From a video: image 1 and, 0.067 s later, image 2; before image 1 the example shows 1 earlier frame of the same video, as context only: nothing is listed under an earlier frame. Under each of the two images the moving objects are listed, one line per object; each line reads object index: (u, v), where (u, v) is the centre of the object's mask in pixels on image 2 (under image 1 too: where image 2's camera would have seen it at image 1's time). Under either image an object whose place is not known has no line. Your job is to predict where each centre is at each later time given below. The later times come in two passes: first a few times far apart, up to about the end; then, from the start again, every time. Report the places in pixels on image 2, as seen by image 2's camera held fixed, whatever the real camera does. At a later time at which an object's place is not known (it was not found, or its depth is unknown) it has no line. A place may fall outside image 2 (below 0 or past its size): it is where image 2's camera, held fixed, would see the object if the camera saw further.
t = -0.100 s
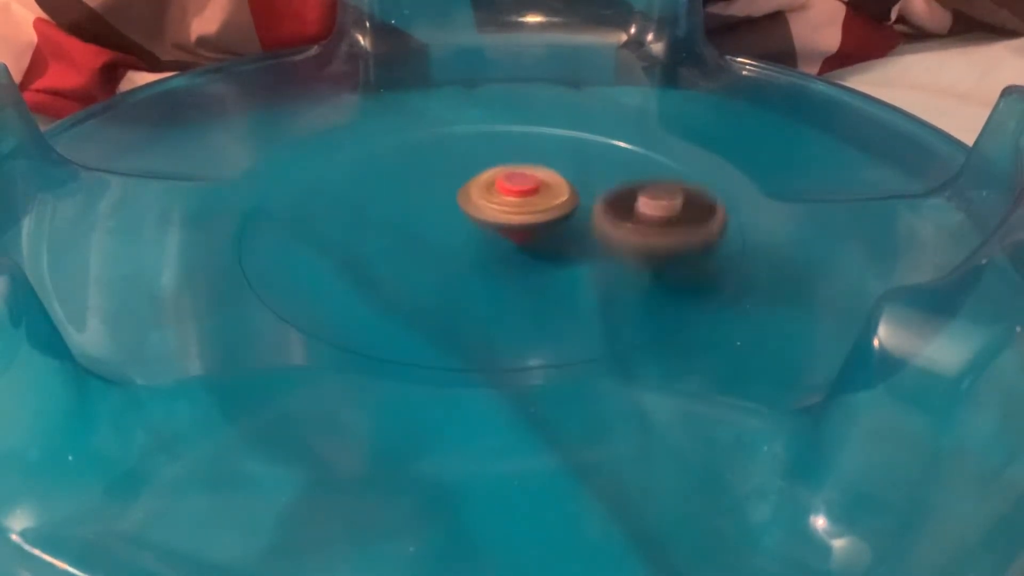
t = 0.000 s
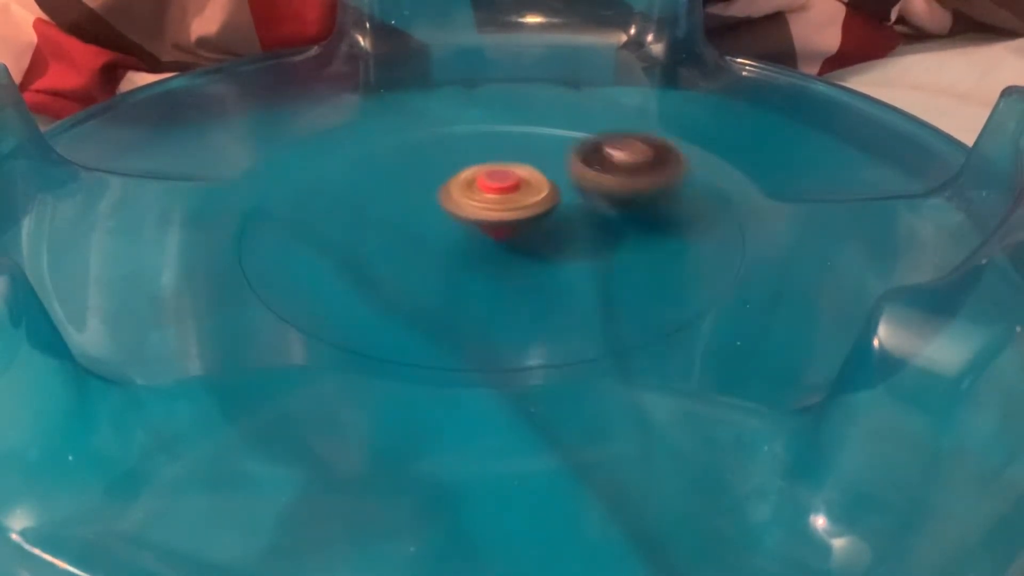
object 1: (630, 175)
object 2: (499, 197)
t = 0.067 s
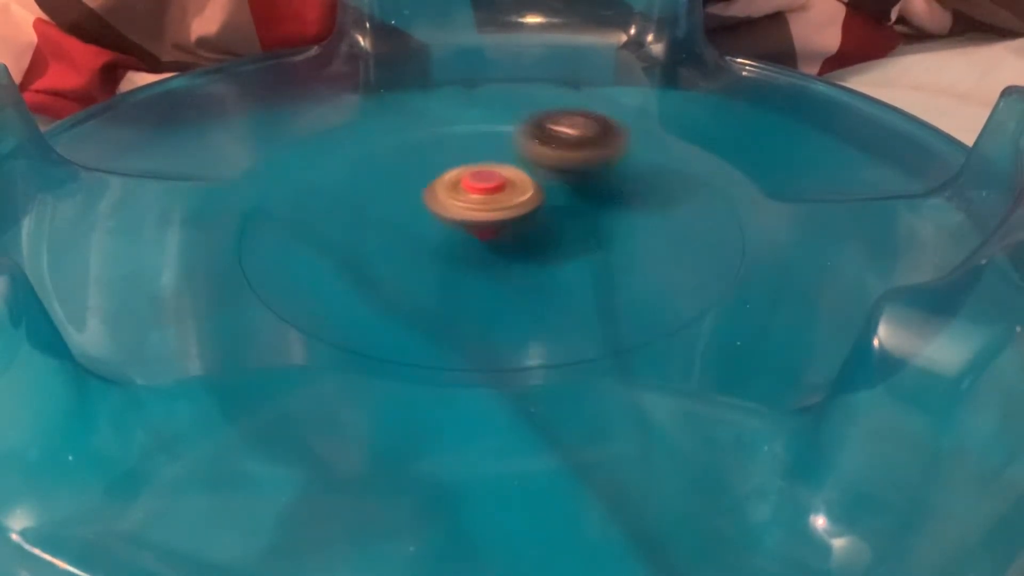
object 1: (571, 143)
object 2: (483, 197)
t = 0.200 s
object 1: (430, 123)
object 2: (456, 204)
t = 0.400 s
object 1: (249, 179)
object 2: (430, 221)
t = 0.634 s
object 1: (455, 303)
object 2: (442, 235)
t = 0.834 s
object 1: (668, 225)
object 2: (479, 248)
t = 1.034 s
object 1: (562, 125)
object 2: (506, 237)
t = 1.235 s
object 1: (355, 125)
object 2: (506, 217)
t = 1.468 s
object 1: (275, 243)
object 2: (467, 199)
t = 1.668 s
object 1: (533, 302)
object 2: (428, 198)
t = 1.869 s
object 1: (700, 212)
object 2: (407, 210)
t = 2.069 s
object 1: (565, 124)
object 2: (426, 227)
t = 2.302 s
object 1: (317, 149)
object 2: (482, 233)
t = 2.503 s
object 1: (278, 257)
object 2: (521, 221)
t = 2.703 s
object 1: (578, 293)
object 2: (522, 204)
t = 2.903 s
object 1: (669, 195)
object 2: (491, 195)
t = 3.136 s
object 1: (473, 127)
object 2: (450, 205)
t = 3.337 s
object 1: (283, 161)
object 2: (435, 224)
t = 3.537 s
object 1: (307, 273)
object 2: (451, 242)
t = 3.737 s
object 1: (576, 284)
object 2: (477, 244)
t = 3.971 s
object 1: (635, 173)
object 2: (509, 235)
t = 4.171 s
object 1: (464, 119)
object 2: (506, 217)
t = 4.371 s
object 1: (292, 159)
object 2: (479, 203)
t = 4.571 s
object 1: (304, 260)
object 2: (442, 199)
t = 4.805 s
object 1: (599, 278)
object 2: (411, 208)
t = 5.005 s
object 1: (670, 186)
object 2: (422, 224)
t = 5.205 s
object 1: (512, 124)
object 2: (462, 233)
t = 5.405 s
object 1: (323, 155)
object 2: (503, 226)
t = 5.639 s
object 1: (305, 268)
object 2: (519, 211)
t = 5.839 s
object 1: (538, 298)
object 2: (504, 200)
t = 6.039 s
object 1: (674, 222)
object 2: (474, 201)
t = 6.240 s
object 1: (552, 139)
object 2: (447, 213)
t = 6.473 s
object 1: (330, 147)
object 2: (440, 231)
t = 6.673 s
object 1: (258, 228)
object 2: (461, 242)
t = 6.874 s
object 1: (439, 297)
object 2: (496, 234)
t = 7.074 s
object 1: (641, 243)
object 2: (502, 228)
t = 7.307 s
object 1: (572, 142)
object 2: (487, 210)
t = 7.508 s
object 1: (401, 128)
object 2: (458, 201)
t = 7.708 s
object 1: (281, 190)
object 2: (433, 202)
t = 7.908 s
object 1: (375, 279)
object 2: (424, 208)
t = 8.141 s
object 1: (626, 258)
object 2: (443, 226)
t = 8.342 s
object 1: (640, 178)
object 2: (479, 231)
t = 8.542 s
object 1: (491, 136)
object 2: (511, 224)
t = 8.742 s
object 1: (330, 167)
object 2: (517, 212)
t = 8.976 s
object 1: (329, 264)
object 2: (494, 205)
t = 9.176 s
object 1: (524, 287)
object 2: (461, 209)
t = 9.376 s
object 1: (639, 224)
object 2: (443, 221)
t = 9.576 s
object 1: (543, 154)
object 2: (444, 231)
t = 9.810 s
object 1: (358, 155)
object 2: (459, 236)
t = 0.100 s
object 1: (539, 134)
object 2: (476, 198)
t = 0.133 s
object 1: (502, 128)
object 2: (469, 200)
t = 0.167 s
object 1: (467, 125)
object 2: (462, 201)
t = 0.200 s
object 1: (430, 123)
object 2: (456, 204)
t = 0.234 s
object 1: (391, 125)
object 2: (449, 206)
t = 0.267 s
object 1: (354, 129)
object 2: (444, 209)
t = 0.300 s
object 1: (322, 138)
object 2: (440, 212)
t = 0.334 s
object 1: (292, 148)
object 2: (435, 215)
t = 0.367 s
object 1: (267, 162)
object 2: (432, 218)
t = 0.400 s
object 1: (249, 179)
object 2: (430, 221)
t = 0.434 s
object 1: (244, 201)
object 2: (429, 225)
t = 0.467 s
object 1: (253, 225)
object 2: (429, 229)
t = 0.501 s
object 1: (273, 248)
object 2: (430, 233)
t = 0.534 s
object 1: (307, 271)
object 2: (434, 236)
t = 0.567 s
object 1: (354, 288)
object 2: (441, 234)
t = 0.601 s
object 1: (404, 295)
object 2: (445, 232)
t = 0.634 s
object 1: (455, 303)
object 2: (442, 235)
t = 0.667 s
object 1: (507, 303)
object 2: (442, 239)
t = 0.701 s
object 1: (554, 289)
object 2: (450, 245)
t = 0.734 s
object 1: (594, 275)
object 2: (460, 248)
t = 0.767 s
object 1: (629, 258)
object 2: (466, 249)
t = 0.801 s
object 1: (654, 239)
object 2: (472, 249)
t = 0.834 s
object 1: (668, 225)
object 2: (479, 248)
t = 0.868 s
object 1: (671, 206)
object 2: (484, 247)
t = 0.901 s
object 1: (663, 187)
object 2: (490, 246)
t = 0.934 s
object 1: (646, 169)
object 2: (495, 244)
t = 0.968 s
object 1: (621, 148)
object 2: (500, 242)
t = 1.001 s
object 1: (594, 135)
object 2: (503, 240)
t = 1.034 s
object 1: (562, 125)
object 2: (506, 237)
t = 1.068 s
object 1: (528, 118)
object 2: (508, 234)
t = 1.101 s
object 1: (493, 114)
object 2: (510, 231)
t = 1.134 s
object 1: (456, 113)
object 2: (510, 228)
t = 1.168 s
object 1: (420, 115)
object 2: (511, 224)
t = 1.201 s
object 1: (388, 119)
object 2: (509, 221)
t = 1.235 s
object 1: (355, 125)
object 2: (506, 217)
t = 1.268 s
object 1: (325, 135)
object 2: (503, 214)
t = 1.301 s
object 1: (298, 151)
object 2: (499, 211)
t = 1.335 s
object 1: (276, 166)
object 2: (494, 207)
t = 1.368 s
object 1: (264, 185)
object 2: (487, 205)
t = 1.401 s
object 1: (257, 201)
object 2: (480, 203)
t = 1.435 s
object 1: (261, 221)
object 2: (474, 201)
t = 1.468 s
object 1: (275, 243)
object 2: (467, 199)
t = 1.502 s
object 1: (300, 262)
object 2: (460, 198)
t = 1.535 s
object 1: (333, 278)
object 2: (454, 197)
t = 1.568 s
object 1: (379, 292)
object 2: (447, 197)
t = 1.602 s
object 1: (426, 298)
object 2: (442, 196)
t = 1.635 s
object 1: (479, 302)
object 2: (434, 196)
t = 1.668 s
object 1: (533, 302)
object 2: (428, 198)
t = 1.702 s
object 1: (582, 290)
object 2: (422, 199)
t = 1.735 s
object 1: (628, 276)
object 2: (417, 201)
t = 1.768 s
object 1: (659, 261)
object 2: (414, 202)
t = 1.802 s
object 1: (682, 243)
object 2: (411, 205)
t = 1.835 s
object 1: (696, 225)
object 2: (409, 207)
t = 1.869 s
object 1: (700, 212)
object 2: (407, 210)
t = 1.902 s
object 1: (695, 196)
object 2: (407, 213)
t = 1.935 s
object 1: (681, 177)
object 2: (409, 216)
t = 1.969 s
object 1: (656, 155)
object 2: (411, 219)
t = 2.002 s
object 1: (630, 142)
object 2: (415, 222)
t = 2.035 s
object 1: (599, 131)
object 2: (420, 225)
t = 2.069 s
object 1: (565, 124)
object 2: (426, 227)
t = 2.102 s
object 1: (529, 121)
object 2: (433, 230)
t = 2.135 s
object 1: (492, 118)
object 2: (440, 230)
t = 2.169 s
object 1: (455, 119)
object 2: (448, 232)
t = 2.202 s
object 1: (418, 123)
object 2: (456, 232)
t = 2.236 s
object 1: (381, 130)
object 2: (465, 234)
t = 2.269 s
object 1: (347, 137)
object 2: (474, 234)
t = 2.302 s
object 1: (317, 149)
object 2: (482, 233)
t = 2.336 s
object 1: (291, 162)
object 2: (490, 231)
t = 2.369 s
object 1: (270, 178)
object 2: (497, 230)
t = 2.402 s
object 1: (256, 198)
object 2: (504, 228)
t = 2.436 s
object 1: (252, 215)
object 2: (511, 226)
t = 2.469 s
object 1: (256, 234)
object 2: (517, 224)
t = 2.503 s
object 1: (278, 257)
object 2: (521, 221)
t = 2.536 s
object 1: (317, 277)
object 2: (523, 217)
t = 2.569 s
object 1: (367, 294)
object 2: (525, 214)
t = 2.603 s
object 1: (424, 302)
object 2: (526, 211)
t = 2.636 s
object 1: (484, 308)
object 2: (525, 208)
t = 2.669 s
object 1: (536, 304)
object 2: (523, 205)
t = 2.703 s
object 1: (578, 293)
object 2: (522, 204)
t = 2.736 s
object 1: (613, 279)
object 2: (518, 200)
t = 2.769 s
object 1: (645, 266)
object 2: (513, 199)
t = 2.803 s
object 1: (663, 249)
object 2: (508, 197)
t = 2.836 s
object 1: (676, 236)
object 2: (503, 196)
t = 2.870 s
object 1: (678, 218)
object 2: (497, 195)
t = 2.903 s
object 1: (669, 195)
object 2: (491, 195)
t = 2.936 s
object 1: (655, 184)
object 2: (484, 196)
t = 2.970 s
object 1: (635, 171)
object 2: (478, 196)
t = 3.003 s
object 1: (605, 152)
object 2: (472, 197)
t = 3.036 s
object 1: (574, 142)
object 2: (466, 199)
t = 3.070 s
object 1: (542, 133)
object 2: (460, 201)
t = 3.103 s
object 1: (509, 129)
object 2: (455, 203)
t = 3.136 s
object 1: (473, 127)
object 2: (450, 205)
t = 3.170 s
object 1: (438, 127)
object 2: (446, 208)
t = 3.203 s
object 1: (403, 129)
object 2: (442, 211)
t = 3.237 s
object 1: (368, 133)
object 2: (439, 214)
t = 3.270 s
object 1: (335, 139)
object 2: (436, 217)
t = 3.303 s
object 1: (308, 149)
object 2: (435, 220)
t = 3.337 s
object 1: (283, 161)
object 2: (435, 224)
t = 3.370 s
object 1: (263, 176)
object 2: (435, 227)
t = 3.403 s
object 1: (250, 191)
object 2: (437, 230)
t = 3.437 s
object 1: (245, 207)
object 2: (439, 233)
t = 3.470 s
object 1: (254, 228)
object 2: (442, 236)
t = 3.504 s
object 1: (276, 252)
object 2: (446, 239)
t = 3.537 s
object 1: (307, 273)
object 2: (451, 242)
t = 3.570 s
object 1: (354, 289)
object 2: (459, 242)
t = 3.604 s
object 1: (402, 298)
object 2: (469, 237)
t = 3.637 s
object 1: (449, 302)
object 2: (472, 236)
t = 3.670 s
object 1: (493, 300)
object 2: (470, 235)
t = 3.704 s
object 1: (537, 294)
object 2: (470, 239)
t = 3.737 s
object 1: (576, 284)
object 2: (477, 244)
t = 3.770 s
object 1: (609, 270)
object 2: (487, 244)
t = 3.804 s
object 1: (636, 255)
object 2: (495, 244)
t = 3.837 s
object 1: (653, 235)
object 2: (499, 242)
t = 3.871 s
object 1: (661, 223)
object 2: (503, 241)
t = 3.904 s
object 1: (660, 205)
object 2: (505, 239)
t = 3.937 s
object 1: (651, 187)
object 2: (508, 237)
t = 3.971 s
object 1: (635, 173)
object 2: (509, 235)
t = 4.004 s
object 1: (611, 155)
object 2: (511, 233)
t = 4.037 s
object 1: (587, 141)
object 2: (511, 230)
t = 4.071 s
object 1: (558, 132)
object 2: (511, 227)
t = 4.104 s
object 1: (528, 125)
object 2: (510, 224)
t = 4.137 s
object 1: (497, 120)
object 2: (510, 221)
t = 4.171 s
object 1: (464, 119)
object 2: (506, 217)
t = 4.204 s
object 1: (430, 120)
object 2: (503, 215)
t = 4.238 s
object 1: (398, 123)
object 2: (498, 212)
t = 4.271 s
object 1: (367, 129)
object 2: (494, 209)
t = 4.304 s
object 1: (339, 136)
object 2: (490, 207)
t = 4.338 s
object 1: (314, 146)
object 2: (485, 205)
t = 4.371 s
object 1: (292, 159)
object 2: (479, 203)
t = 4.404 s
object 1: (276, 174)
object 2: (472, 202)
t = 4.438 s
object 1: (266, 190)
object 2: (466, 201)
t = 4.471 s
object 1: (264, 206)
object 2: (459, 200)
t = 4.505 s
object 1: (269, 225)
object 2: (453, 199)
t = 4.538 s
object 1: (282, 242)
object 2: (447, 199)
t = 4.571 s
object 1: (304, 260)
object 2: (442, 199)
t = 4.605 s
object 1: (334, 274)
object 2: (436, 199)
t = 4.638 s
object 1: (377, 286)
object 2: (430, 199)
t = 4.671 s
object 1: (422, 293)
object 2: (424, 200)
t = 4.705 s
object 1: (467, 297)
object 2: (420, 201)
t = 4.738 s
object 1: (514, 295)
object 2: (415, 204)
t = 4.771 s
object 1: (559, 288)
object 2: (413, 206)
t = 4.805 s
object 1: (599, 278)
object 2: (411, 208)
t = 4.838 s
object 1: (632, 267)
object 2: (410, 211)
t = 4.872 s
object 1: (656, 249)
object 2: (410, 213)
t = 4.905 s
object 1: (673, 233)
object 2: (411, 216)
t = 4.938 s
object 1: (681, 220)
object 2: (414, 219)
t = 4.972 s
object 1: (679, 202)
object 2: (418, 221)
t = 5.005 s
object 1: (670, 186)
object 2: (422, 224)
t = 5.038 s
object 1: (652, 166)
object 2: (428, 226)
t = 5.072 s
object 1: (629, 152)
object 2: (434, 228)
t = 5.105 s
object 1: (604, 141)
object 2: (440, 230)
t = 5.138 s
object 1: (574, 134)
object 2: (447, 231)
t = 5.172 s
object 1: (544, 128)
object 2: (454, 231)
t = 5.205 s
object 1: (512, 124)
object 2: (462, 233)
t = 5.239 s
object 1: (479, 124)
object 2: (469, 232)
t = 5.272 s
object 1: (445, 124)
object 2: (476, 231)
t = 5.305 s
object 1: (412, 129)
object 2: (483, 231)
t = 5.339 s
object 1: (379, 135)
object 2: (490, 230)
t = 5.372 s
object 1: (350, 143)
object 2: (496, 228)
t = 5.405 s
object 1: (323, 155)
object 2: (503, 226)
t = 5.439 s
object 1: (300, 169)
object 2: (508, 225)
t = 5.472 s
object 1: (283, 182)
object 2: (513, 222)
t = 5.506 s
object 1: (273, 199)
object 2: (517, 220)
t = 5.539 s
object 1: (269, 217)
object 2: (519, 218)
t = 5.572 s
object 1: (273, 233)
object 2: (520, 215)
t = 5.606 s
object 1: (284, 250)
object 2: (519, 213)
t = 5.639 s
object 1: (305, 268)
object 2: (519, 211)
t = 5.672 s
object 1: (333, 282)
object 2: (518, 209)
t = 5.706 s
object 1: (367, 293)
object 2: (516, 207)
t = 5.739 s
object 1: (410, 300)
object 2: (515, 205)
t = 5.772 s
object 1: (455, 304)
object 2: (512, 204)
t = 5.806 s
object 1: (498, 306)
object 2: (508, 202)
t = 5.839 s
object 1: (538, 298)
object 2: (504, 200)
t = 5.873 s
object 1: (577, 290)
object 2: (499, 200)
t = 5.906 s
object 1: (613, 279)
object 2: (494, 199)
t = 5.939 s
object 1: (640, 264)
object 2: (490, 199)
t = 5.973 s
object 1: (658, 250)
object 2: (485, 200)
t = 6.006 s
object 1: (669, 234)
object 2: (479, 200)
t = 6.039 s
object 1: (674, 222)
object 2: (474, 201)
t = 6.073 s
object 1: (665, 200)
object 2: (468, 202)
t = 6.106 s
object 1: (653, 189)
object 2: (463, 204)
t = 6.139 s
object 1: (635, 176)
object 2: (458, 206)
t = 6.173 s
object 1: (609, 159)
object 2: (454, 208)
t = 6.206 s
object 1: (581, 147)
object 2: (450, 210)
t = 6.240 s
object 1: (552, 139)
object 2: (447, 213)
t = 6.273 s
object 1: (521, 133)
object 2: (444, 215)
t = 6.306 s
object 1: (488, 132)
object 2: (441, 218)
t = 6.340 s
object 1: (455, 130)
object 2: (439, 220)
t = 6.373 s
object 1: (422, 131)
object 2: (439, 223)
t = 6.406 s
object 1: (390, 134)
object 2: (438, 225)
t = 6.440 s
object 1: (358, 139)
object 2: (439, 228)
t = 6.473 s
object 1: (330, 147)
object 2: (440, 231)
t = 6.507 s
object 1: (305, 156)
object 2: (442, 233)
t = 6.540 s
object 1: (284, 169)
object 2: (445, 235)
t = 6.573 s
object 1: (268, 182)
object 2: (448, 238)
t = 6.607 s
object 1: (258, 196)
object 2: (453, 240)
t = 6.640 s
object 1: (254, 212)
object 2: (457, 241)
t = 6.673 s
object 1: (258, 228)
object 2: (461, 242)
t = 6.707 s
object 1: (270, 246)
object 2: (467, 243)
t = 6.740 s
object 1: (292, 261)
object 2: (472, 244)
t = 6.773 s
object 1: (318, 276)
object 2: (478, 243)
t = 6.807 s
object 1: (355, 288)
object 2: (483, 243)
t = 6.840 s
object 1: (396, 294)
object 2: (490, 240)
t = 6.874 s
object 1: (439, 297)
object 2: (496, 234)
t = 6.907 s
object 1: (484, 297)
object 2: (495, 230)
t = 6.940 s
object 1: (525, 291)
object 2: (492, 229)
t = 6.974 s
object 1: (563, 285)
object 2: (491, 228)
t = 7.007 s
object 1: (594, 271)
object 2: (495, 231)
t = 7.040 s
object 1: (622, 258)
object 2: (499, 230)
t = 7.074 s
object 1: (641, 243)
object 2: (502, 228)
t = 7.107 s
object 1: (652, 230)
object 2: (503, 225)
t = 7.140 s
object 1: (654, 214)
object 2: (502, 222)
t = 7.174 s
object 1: (649, 199)
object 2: (501, 220)
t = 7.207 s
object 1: (638, 184)
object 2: (498, 217)
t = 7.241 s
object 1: (618, 166)
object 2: (495, 215)
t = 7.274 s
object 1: (597, 152)
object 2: (491, 212)
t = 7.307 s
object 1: (572, 142)
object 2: (487, 210)
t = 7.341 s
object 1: (546, 134)
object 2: (483, 208)
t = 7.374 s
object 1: (519, 129)
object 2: (479, 206)
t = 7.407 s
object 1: (489, 127)
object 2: (474, 203)
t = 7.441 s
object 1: (460, 124)
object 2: (469, 202)
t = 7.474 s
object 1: (430, 125)
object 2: (463, 202)
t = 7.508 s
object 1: (401, 128)
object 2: (458, 201)
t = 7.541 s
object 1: (371, 133)
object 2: (453, 201)
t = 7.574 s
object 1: (346, 140)
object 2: (448, 201)
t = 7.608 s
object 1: (323, 151)
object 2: (444, 201)
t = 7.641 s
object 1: (305, 161)
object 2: (439, 201)
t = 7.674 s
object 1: (290, 176)
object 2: (436, 202)
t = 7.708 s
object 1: (281, 190)
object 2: (433, 202)
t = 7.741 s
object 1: (278, 206)
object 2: (429, 203)
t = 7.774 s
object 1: (282, 222)
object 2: (426, 205)
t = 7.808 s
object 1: (293, 238)
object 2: (424, 207)
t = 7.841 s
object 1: (313, 256)
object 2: (424, 208)
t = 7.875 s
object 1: (343, 267)
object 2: (424, 208)
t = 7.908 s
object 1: (375, 279)
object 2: (424, 208)
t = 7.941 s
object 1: (413, 287)
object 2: (423, 210)
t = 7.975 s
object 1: (450, 291)
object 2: (424, 213)
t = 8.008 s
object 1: (488, 292)
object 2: (426, 216)
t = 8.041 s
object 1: (527, 287)
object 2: (429, 220)
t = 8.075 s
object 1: (564, 280)
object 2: (433, 222)
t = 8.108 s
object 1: (599, 271)
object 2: (438, 225)
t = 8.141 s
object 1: (626, 258)
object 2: (443, 226)
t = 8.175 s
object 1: (646, 244)
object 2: (448, 228)
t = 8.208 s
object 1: (658, 230)
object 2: (454, 228)
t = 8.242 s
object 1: (663, 218)
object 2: (461, 230)
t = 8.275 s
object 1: (661, 204)
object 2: (467, 230)
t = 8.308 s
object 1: (652, 191)
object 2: (473, 231)
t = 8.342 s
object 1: (640, 178)
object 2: (479, 231)
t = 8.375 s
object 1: (619, 164)
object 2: (485, 230)
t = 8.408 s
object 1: (597, 154)
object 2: (491, 229)
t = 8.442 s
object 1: (572, 146)
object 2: (496, 229)
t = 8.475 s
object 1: (547, 141)
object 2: (502, 227)
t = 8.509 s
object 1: (520, 137)
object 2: (507, 226)
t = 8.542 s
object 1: (491, 136)
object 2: (511, 224)
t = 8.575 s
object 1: (461, 135)
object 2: (515, 223)
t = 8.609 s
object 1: (432, 139)
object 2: (517, 220)
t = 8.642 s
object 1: (403, 143)
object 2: (519, 219)
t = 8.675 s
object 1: (377, 150)
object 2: (520, 216)
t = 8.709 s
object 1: (352, 157)
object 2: (519, 214)
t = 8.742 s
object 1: (330, 167)
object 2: (517, 212)
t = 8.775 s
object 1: (314, 178)
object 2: (515, 211)
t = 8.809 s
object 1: (301, 193)
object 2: (513, 209)
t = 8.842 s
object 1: (294, 207)
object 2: (510, 208)
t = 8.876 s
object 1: (293, 223)
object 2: (507, 207)
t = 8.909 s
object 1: (298, 236)
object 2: (503, 205)
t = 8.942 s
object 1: (310, 251)
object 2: (499, 205)
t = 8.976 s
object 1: (329, 264)
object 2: (494, 205)
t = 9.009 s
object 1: (354, 276)
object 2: (488, 204)
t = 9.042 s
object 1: (385, 285)
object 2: (483, 205)
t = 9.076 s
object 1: (419, 290)
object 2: (477, 205)
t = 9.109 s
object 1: (455, 290)
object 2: (470, 203)
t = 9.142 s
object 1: (490, 291)
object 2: (465, 205)
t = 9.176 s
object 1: (524, 287)
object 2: (461, 209)
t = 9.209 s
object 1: (558, 282)
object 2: (457, 212)
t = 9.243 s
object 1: (586, 272)
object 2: (454, 213)
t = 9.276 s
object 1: (610, 260)
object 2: (451, 215)
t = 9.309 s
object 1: (626, 248)
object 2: (448, 217)
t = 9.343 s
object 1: (635, 234)
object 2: (446, 219)
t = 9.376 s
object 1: (639, 224)
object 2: (443, 221)
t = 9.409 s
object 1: (636, 211)
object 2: (441, 223)
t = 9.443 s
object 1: (627, 199)
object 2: (441, 224)
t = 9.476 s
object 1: (611, 185)
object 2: (440, 226)
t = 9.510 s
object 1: (590, 172)
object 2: (441, 228)
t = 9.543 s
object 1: (567, 162)
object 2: (442, 229)
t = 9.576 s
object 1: (543, 154)
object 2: (444, 231)
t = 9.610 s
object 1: (517, 148)
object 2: (446, 233)
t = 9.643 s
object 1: (488, 144)
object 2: (448, 234)
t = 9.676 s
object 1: (462, 143)
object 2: (450, 235)
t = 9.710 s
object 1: (435, 144)
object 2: (452, 235)
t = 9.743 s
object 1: (409, 146)
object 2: (454, 236)
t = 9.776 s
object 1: (382, 150)
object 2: (456, 236)
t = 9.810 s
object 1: (358, 155)
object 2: (459, 236)
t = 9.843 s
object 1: (338, 162)
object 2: (462, 237)
